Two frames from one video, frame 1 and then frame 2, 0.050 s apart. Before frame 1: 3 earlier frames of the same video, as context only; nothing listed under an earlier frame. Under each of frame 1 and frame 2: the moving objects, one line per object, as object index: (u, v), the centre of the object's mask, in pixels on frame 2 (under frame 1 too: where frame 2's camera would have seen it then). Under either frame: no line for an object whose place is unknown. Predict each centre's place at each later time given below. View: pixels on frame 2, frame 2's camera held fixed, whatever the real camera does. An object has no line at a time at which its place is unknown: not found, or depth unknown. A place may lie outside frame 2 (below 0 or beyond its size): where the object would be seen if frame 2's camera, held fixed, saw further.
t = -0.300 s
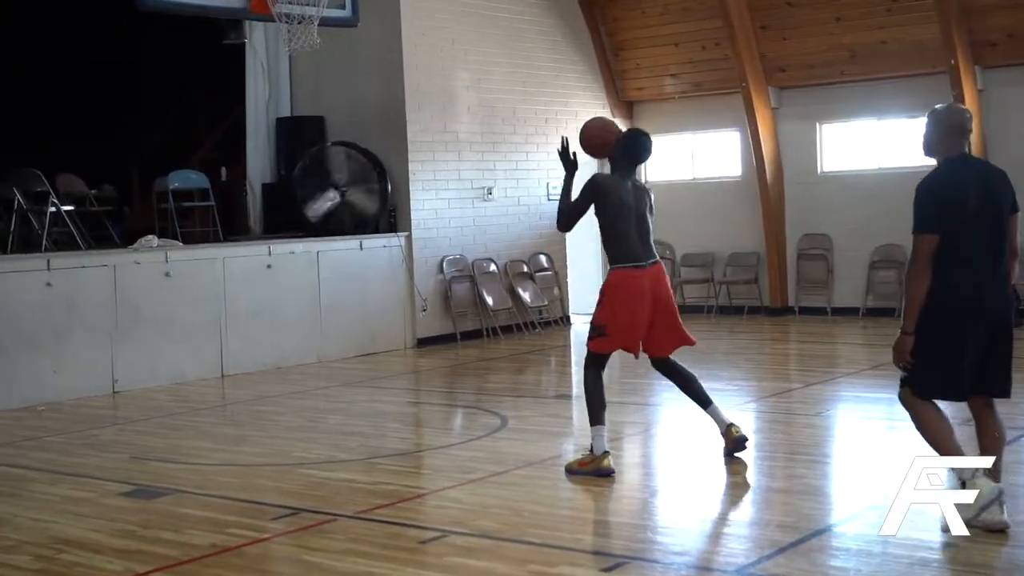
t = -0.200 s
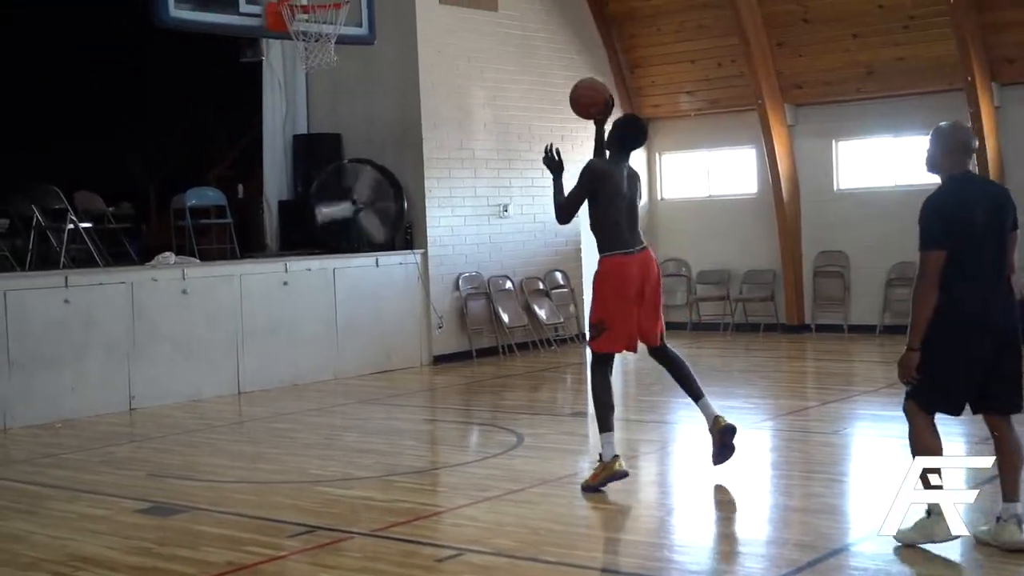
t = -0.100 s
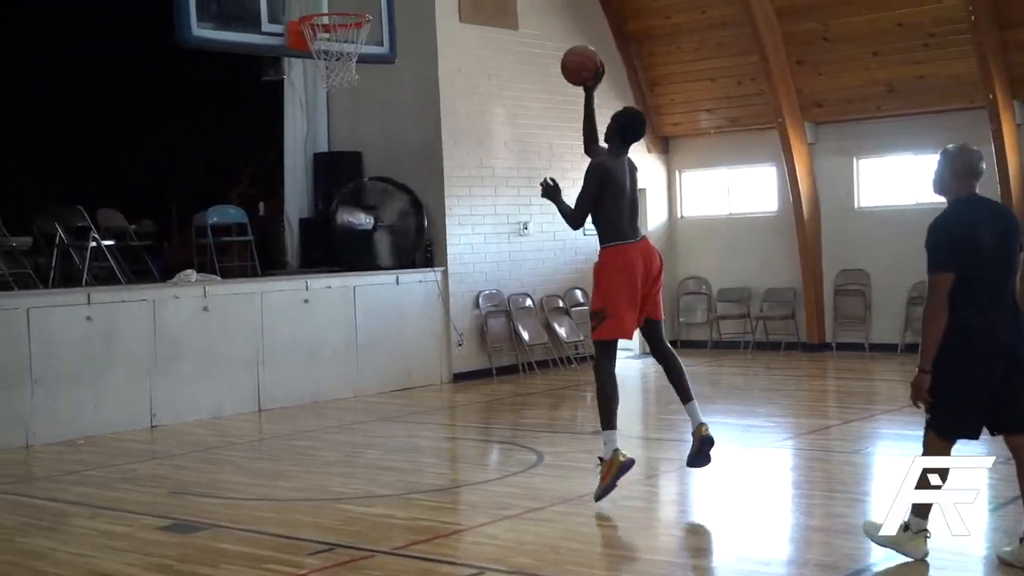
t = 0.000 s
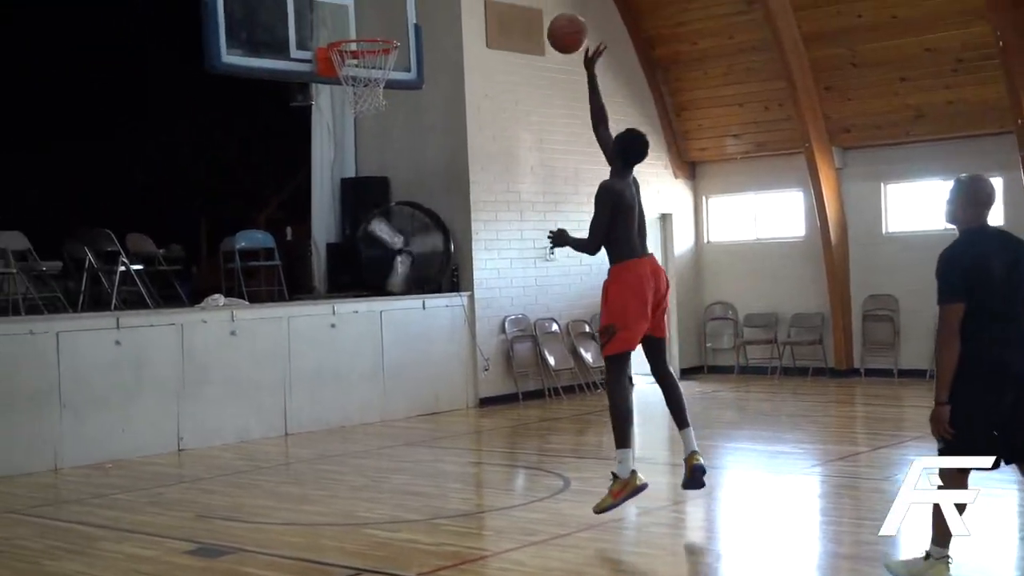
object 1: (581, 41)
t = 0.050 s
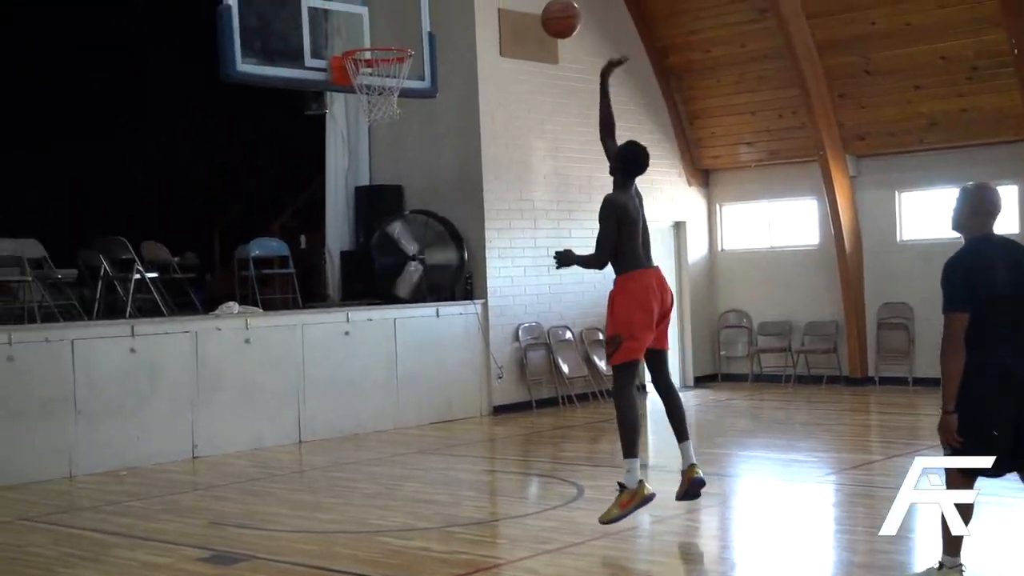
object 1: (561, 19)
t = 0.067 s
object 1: (554, 14)
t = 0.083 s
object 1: (548, 9)
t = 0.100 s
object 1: (541, 6)
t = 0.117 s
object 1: (535, 2)
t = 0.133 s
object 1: (529, 0)
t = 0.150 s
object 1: (523, -3)
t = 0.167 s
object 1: (517, -5)
